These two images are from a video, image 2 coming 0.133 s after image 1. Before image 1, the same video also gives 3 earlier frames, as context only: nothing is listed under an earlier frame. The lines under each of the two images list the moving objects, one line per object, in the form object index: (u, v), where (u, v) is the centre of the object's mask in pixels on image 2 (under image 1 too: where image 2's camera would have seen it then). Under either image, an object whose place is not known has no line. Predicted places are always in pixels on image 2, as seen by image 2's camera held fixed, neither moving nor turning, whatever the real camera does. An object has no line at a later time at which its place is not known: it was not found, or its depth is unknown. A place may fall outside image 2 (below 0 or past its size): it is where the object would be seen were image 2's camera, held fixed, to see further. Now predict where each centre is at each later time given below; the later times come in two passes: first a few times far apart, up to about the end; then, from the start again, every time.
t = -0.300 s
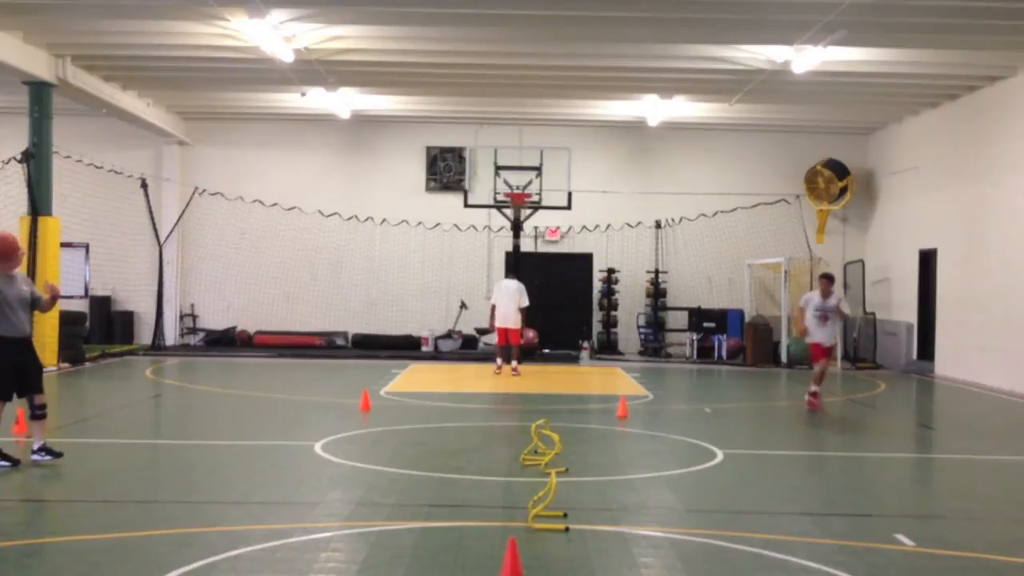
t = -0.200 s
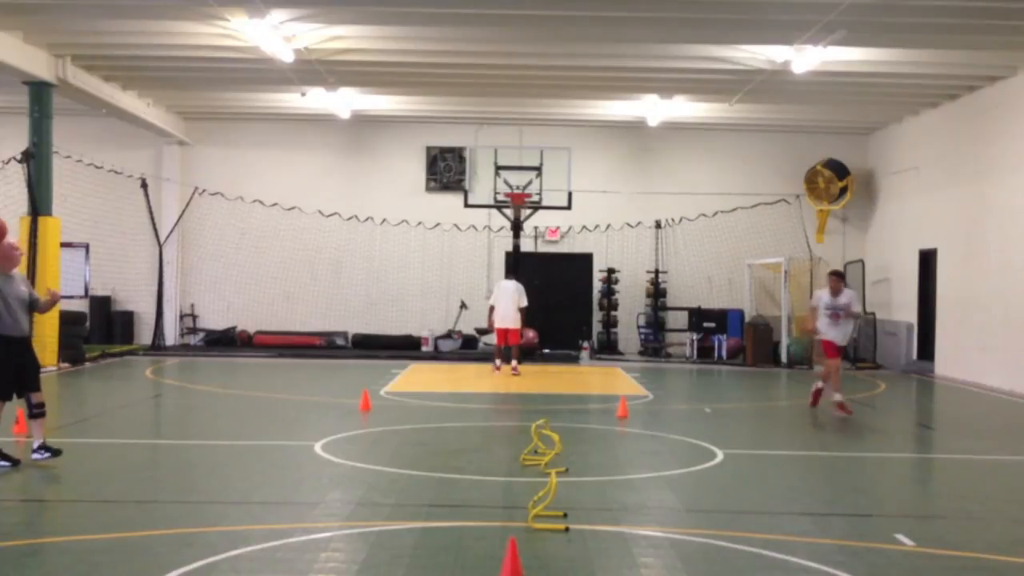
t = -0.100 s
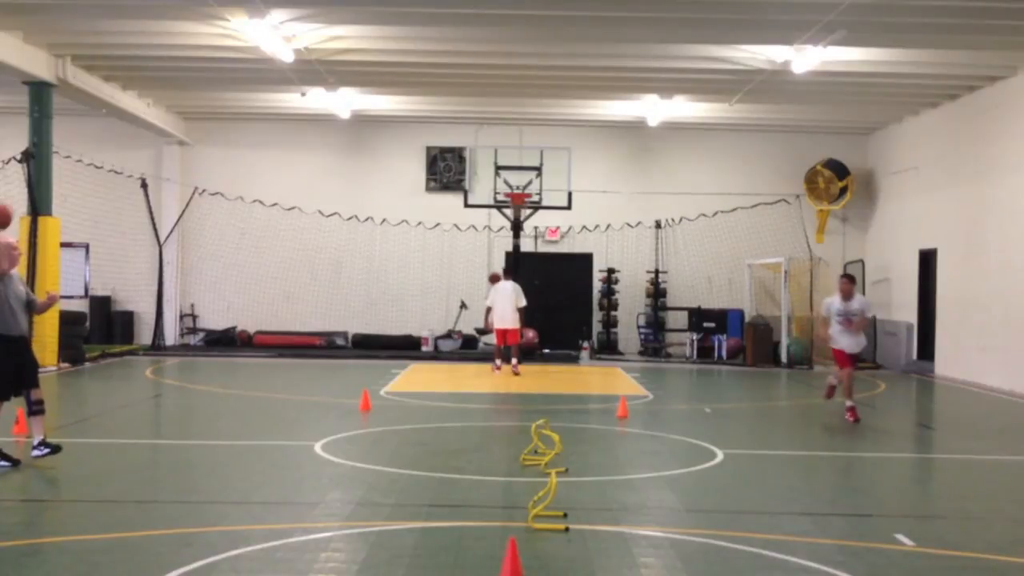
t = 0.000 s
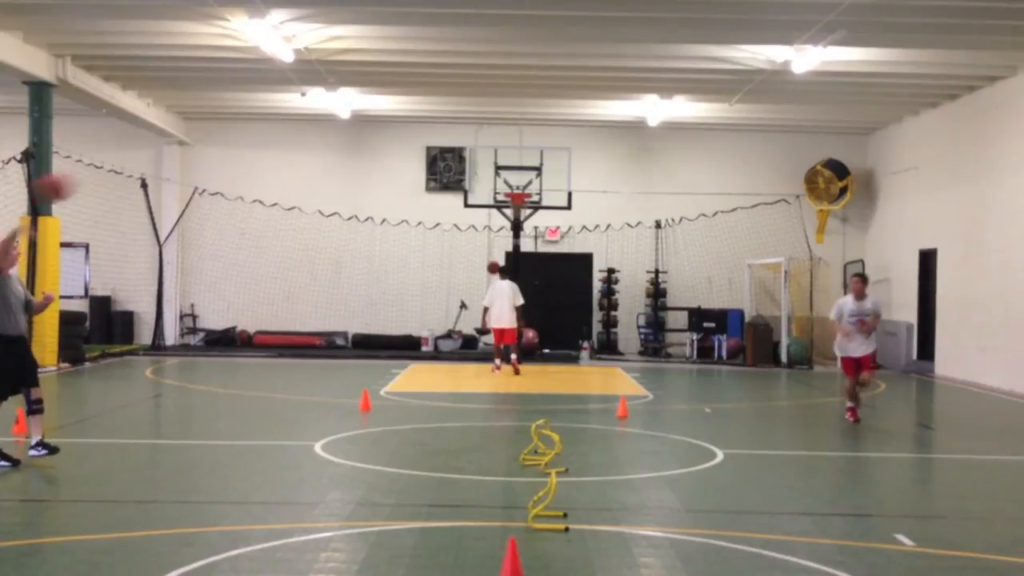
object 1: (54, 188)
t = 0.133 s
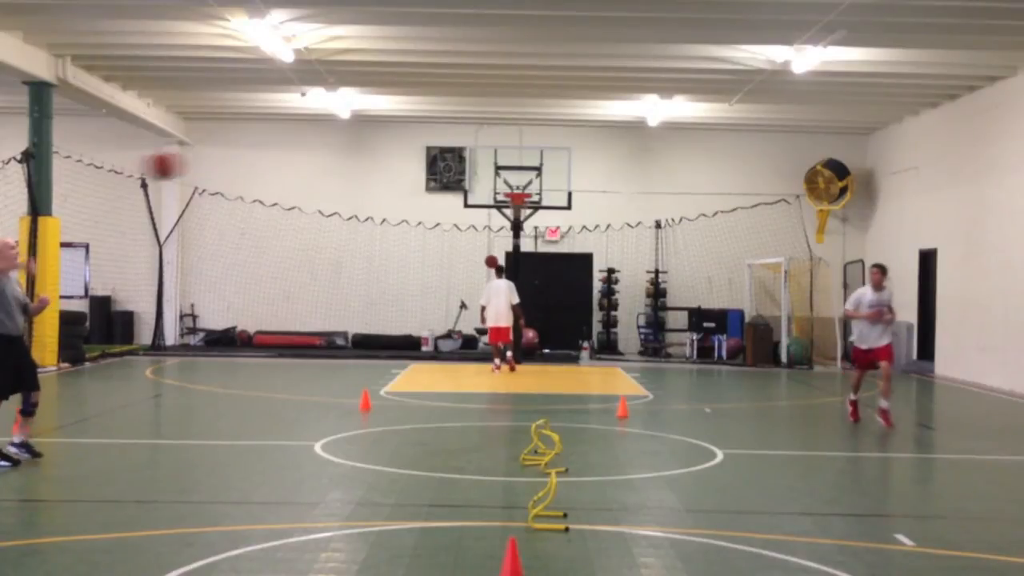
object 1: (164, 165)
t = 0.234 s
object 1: (243, 163)
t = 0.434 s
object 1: (400, 193)
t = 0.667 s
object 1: (573, 288)
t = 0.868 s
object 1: (722, 425)
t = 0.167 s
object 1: (190, 163)
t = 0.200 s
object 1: (217, 163)
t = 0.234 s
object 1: (243, 163)
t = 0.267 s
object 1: (269, 164)
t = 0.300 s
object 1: (296, 168)
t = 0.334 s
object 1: (322, 172)
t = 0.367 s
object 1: (347, 178)
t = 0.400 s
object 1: (374, 185)
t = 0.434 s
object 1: (400, 193)
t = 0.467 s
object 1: (423, 203)
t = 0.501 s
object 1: (449, 214)
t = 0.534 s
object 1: (473, 225)
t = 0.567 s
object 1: (498, 241)
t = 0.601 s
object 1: (528, 258)
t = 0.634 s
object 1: (550, 272)
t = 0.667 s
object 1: (573, 288)
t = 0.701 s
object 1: (599, 308)
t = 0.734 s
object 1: (628, 331)
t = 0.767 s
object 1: (651, 351)
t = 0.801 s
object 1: (674, 376)
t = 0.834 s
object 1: (699, 400)
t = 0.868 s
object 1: (722, 425)
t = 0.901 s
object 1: (748, 452)
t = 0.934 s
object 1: (764, 455)
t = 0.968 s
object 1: (772, 435)
